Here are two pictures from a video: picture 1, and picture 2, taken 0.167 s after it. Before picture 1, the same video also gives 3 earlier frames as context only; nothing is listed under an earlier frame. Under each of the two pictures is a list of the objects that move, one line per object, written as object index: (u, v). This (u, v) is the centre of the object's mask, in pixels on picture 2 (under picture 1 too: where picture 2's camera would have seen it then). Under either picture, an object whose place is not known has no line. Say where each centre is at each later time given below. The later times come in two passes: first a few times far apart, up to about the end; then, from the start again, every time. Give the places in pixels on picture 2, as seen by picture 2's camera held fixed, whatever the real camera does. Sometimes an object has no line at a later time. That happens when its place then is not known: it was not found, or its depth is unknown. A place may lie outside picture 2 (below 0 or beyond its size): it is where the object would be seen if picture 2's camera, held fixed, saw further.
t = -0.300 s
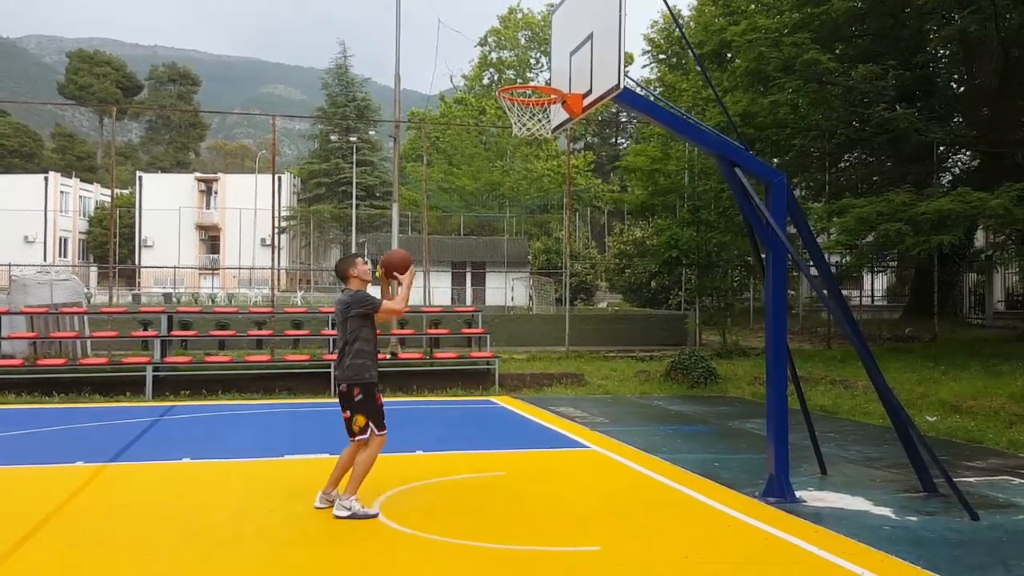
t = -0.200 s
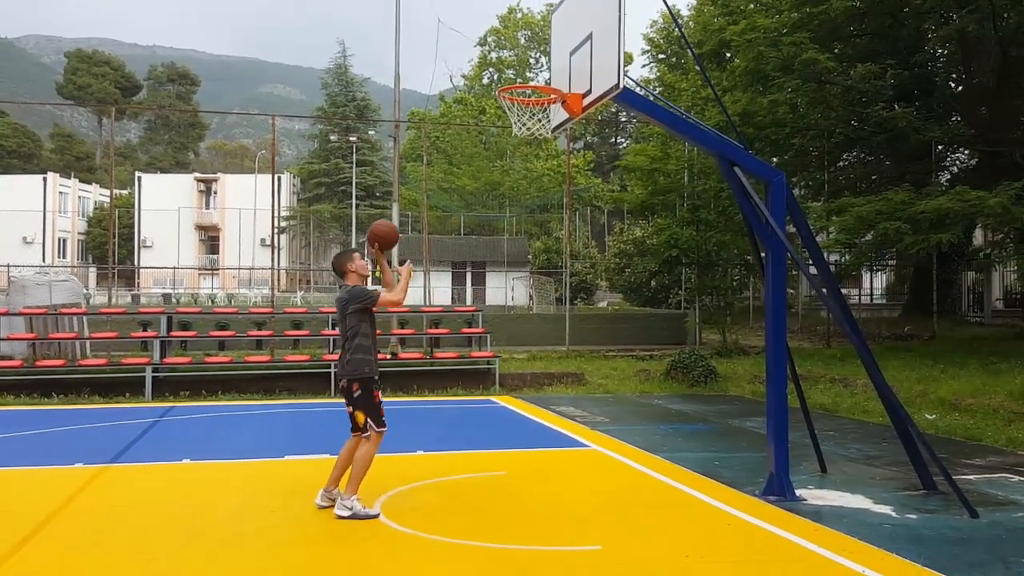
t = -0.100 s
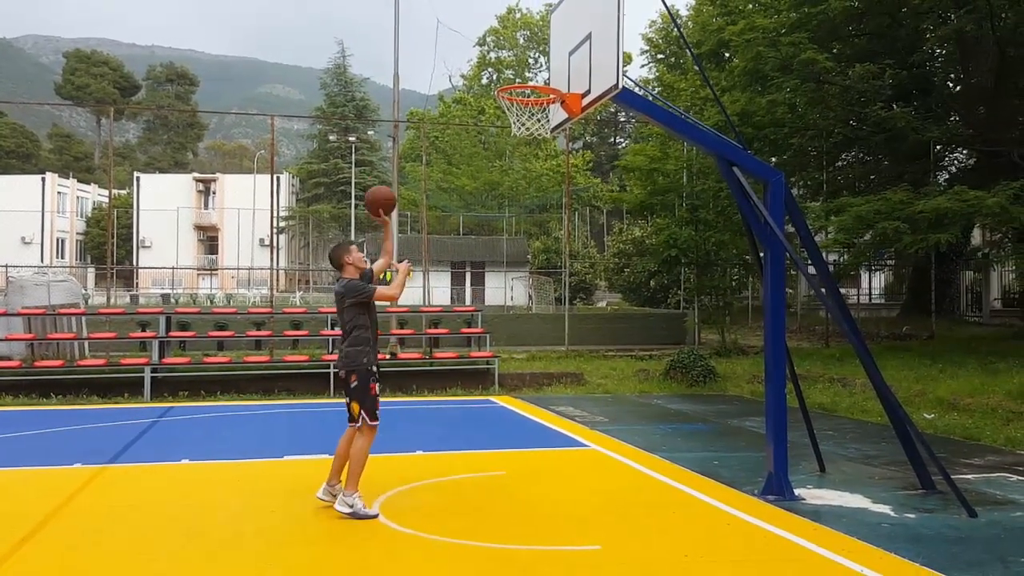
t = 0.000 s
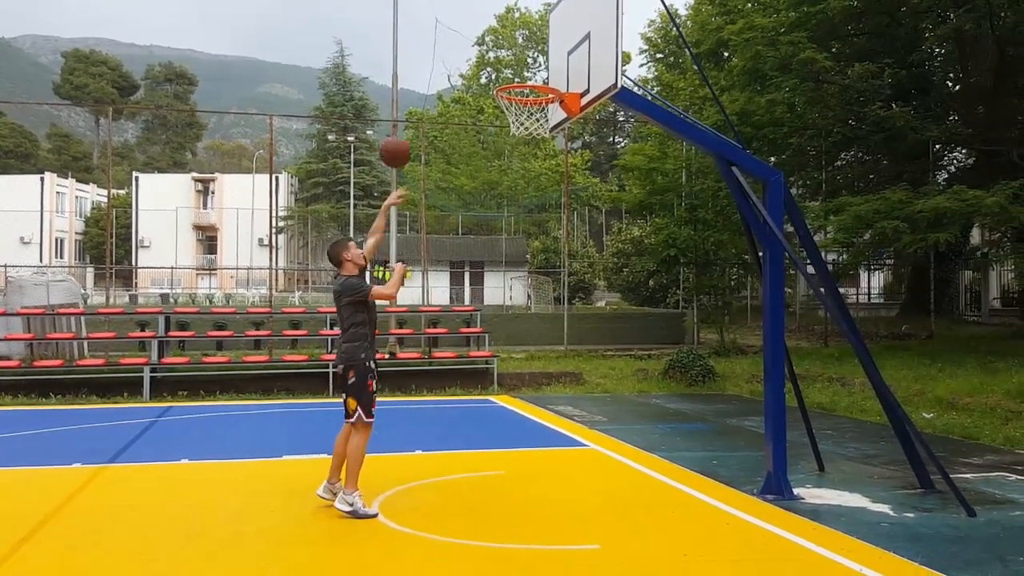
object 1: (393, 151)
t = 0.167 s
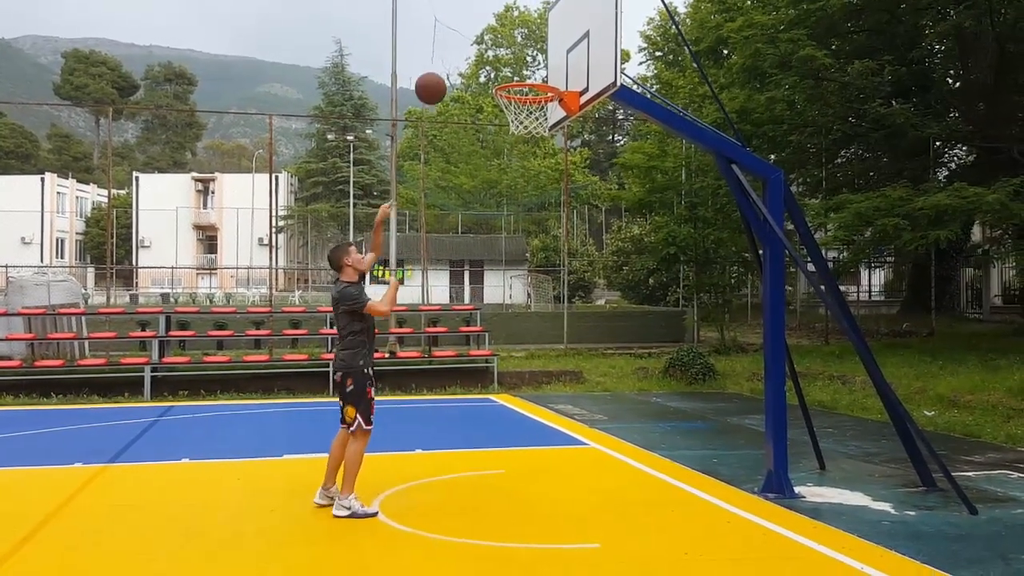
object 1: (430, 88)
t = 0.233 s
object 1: (445, 73)
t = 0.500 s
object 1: (503, 69)
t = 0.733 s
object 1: (549, 135)
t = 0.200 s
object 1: (438, 80)
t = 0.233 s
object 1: (445, 73)
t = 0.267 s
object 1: (452, 68)
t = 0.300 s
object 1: (459, 64)
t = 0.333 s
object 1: (467, 61)
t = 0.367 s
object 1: (474, 60)
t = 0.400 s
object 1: (481, 60)
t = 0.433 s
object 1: (489, 62)
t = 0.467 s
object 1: (495, 65)
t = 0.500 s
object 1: (503, 69)
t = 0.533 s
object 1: (510, 72)
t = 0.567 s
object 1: (517, 82)
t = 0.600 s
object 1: (524, 94)
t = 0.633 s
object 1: (532, 102)
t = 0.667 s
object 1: (539, 114)
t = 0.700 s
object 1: (544, 128)
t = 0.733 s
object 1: (549, 135)
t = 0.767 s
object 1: (553, 147)
